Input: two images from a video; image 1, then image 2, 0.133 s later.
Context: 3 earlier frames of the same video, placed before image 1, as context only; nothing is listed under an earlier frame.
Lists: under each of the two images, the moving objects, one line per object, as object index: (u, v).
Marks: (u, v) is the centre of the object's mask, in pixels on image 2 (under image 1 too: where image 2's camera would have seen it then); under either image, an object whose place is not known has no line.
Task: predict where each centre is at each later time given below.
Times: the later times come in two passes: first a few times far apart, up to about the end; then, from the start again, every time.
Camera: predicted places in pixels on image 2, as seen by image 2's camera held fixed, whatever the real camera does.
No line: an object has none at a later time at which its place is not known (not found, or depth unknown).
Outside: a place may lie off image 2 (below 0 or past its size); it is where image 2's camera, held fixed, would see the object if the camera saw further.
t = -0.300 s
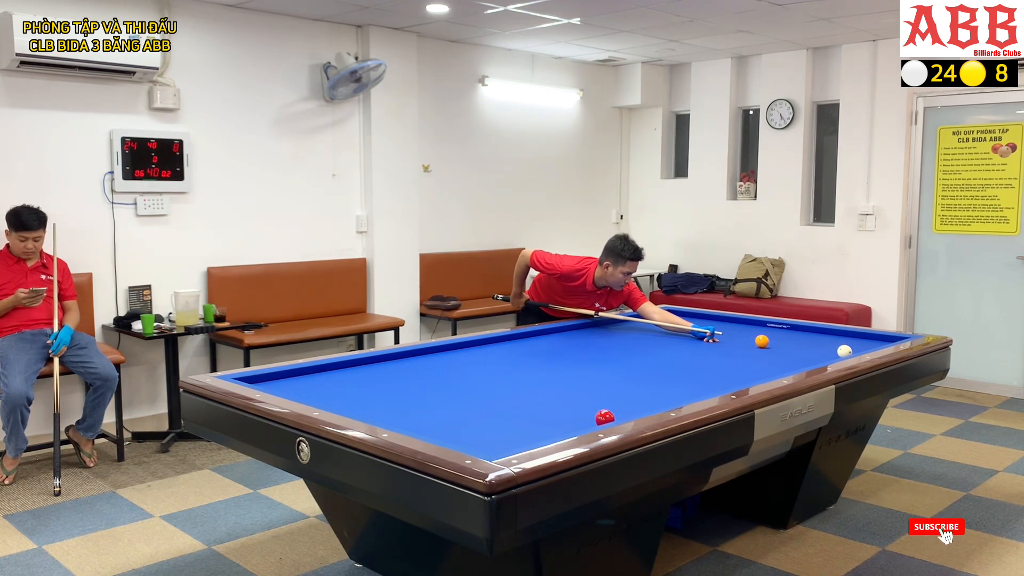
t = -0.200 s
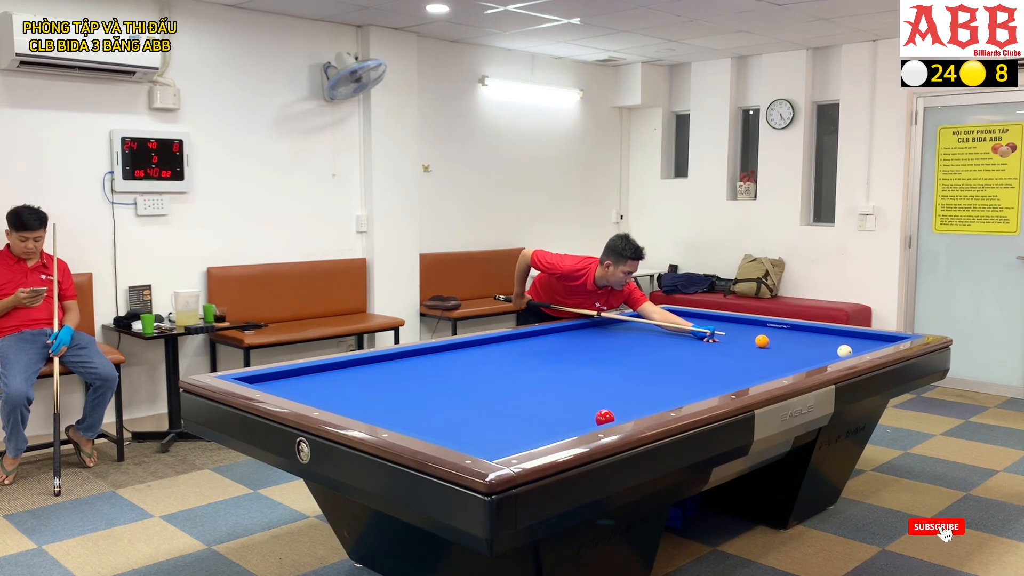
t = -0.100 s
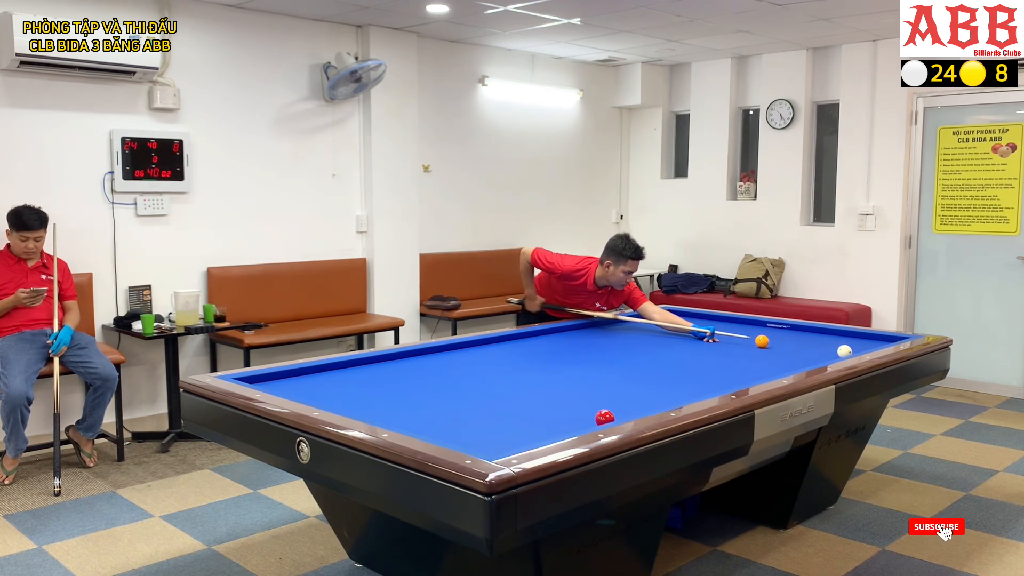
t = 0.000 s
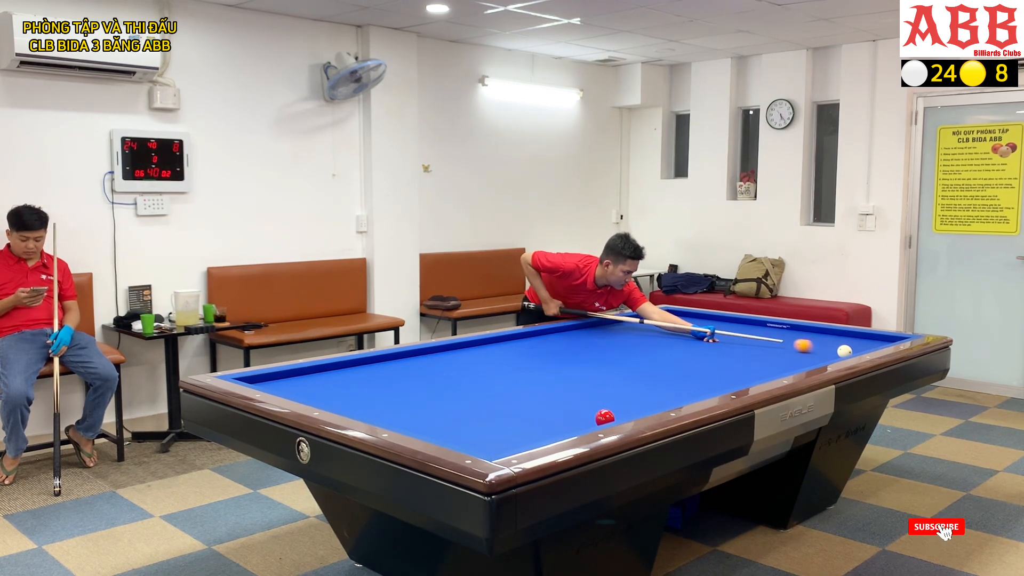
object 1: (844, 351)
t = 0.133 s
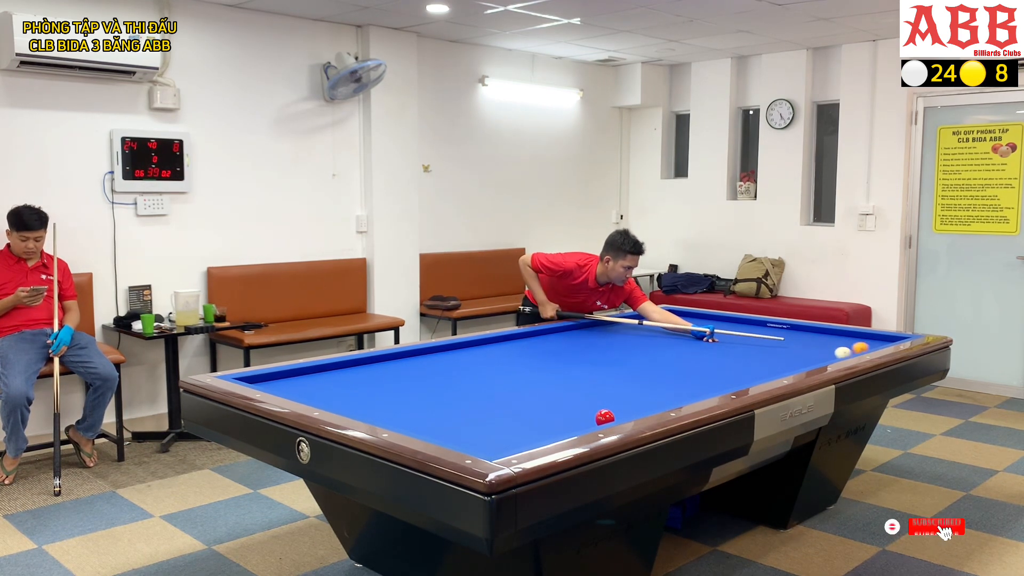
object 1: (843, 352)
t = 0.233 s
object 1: (818, 353)
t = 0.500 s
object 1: (767, 351)
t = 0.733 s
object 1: (725, 350)
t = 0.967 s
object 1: (683, 348)
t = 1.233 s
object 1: (638, 346)
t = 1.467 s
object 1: (600, 345)
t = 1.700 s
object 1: (563, 344)
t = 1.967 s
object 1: (523, 343)
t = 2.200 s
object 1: (488, 342)
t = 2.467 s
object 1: (483, 344)
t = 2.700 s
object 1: (486, 347)
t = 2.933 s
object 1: (489, 350)
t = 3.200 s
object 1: (493, 354)
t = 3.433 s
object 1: (496, 356)
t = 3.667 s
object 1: (500, 360)
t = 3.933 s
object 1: (504, 363)
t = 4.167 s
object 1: (507, 366)
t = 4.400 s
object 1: (511, 369)
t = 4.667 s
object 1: (515, 372)
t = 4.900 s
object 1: (519, 375)
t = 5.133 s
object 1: (523, 378)
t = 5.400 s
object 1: (527, 381)
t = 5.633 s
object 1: (531, 384)
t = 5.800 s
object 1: (534, 386)
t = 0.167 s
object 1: (834, 353)
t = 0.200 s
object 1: (826, 353)
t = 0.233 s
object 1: (818, 353)
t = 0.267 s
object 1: (811, 353)
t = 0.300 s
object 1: (805, 352)
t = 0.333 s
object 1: (798, 352)
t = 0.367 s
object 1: (792, 352)
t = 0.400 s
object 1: (786, 352)
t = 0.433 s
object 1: (780, 352)
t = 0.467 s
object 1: (773, 351)
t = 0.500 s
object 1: (767, 351)
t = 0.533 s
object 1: (761, 351)
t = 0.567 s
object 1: (755, 351)
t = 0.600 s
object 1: (749, 350)
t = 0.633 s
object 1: (743, 350)
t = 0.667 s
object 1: (737, 350)
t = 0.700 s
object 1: (730, 350)
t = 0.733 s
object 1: (725, 350)
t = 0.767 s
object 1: (719, 350)
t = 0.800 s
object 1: (713, 349)
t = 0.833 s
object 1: (707, 349)
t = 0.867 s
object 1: (701, 349)
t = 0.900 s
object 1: (695, 349)
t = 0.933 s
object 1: (689, 349)
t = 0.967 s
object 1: (683, 348)
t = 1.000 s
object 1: (678, 348)
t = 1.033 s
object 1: (672, 348)
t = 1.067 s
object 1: (666, 348)
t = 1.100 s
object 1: (661, 347)
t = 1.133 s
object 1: (655, 347)
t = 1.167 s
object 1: (649, 347)
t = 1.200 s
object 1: (644, 347)
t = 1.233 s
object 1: (638, 346)
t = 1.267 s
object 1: (633, 346)
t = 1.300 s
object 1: (627, 346)
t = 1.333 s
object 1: (622, 346)
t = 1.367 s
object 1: (616, 346)
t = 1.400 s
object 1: (611, 346)
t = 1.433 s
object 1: (605, 345)
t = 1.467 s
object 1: (600, 345)
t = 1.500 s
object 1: (595, 345)
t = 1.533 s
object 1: (589, 345)
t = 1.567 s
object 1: (584, 345)
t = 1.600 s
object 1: (579, 345)
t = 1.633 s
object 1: (574, 344)
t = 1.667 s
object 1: (568, 344)
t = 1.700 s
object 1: (563, 344)
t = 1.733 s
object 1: (558, 344)
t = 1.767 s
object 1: (553, 344)
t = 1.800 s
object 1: (548, 344)
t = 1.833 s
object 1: (543, 343)
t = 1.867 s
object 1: (538, 343)
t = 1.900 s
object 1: (533, 343)
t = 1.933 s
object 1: (528, 343)
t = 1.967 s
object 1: (523, 343)
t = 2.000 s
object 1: (518, 342)
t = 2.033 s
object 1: (513, 342)
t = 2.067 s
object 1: (508, 342)
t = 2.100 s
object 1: (503, 342)
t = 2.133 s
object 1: (498, 342)
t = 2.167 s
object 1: (493, 342)
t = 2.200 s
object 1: (488, 342)
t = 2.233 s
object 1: (483, 342)
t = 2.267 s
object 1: (479, 341)
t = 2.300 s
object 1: (479, 342)
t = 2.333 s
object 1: (480, 342)
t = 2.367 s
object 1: (481, 343)
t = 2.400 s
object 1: (482, 343)
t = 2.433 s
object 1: (482, 344)
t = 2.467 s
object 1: (483, 344)
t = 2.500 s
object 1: (483, 344)
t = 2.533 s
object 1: (483, 345)
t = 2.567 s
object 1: (484, 345)
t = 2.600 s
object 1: (484, 346)
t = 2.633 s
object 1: (485, 346)
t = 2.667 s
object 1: (485, 347)
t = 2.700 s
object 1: (486, 347)
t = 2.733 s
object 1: (486, 347)
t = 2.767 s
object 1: (487, 348)
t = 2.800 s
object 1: (487, 348)
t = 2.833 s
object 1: (488, 349)
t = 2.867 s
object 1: (488, 349)
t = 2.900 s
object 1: (488, 350)
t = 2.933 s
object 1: (489, 350)
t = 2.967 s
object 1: (489, 351)
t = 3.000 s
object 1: (490, 351)
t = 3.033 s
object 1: (490, 352)
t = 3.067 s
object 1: (491, 352)
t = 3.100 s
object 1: (491, 352)
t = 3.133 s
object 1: (492, 353)
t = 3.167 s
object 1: (492, 353)
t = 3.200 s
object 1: (493, 354)
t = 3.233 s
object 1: (493, 354)
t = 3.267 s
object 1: (494, 354)
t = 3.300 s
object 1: (494, 355)
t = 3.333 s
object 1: (495, 355)
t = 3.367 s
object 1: (495, 356)
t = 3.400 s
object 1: (496, 356)
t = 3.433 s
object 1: (496, 356)
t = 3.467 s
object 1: (497, 357)
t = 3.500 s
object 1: (497, 357)
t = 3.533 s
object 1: (498, 358)
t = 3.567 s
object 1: (498, 358)
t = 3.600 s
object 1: (499, 359)
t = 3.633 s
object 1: (499, 359)
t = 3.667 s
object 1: (500, 360)
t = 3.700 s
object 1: (500, 360)
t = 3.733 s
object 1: (500, 360)
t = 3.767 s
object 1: (501, 361)
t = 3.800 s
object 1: (502, 361)
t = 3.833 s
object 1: (502, 362)
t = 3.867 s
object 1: (503, 362)
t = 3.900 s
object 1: (503, 363)
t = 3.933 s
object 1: (504, 363)
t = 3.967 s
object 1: (504, 363)
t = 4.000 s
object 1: (505, 364)
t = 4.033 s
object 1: (505, 364)
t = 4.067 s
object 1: (506, 365)
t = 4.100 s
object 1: (506, 365)
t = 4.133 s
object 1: (507, 366)
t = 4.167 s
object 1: (507, 366)
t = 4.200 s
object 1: (508, 367)
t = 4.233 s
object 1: (508, 367)
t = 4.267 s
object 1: (509, 367)
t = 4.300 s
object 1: (509, 368)
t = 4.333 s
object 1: (510, 368)
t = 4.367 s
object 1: (510, 369)
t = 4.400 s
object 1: (511, 369)
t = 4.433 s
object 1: (511, 370)
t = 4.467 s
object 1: (512, 370)
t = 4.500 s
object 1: (512, 370)
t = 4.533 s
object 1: (513, 371)
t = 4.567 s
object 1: (514, 371)
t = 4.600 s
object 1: (514, 372)
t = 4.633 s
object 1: (515, 372)
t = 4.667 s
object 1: (515, 372)
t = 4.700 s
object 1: (516, 373)
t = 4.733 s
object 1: (516, 373)
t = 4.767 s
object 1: (517, 374)
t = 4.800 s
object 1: (517, 374)
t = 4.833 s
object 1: (518, 374)
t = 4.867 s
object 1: (518, 375)
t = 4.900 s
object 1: (519, 375)
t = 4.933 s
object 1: (519, 376)
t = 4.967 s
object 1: (520, 376)
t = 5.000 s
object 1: (520, 376)
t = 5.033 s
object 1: (521, 377)
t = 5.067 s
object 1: (522, 377)
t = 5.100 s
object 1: (522, 378)
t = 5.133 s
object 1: (523, 378)
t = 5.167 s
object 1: (523, 378)
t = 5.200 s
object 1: (524, 379)
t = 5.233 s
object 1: (525, 379)
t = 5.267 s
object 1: (525, 380)
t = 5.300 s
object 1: (526, 380)
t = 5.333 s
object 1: (526, 381)
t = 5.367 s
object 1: (527, 381)
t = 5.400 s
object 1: (527, 381)
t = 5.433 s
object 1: (528, 382)
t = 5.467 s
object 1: (528, 382)
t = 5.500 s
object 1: (529, 382)
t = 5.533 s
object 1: (530, 383)
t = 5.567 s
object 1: (530, 383)
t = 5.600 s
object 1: (531, 384)
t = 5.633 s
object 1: (531, 384)
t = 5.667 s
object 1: (532, 384)
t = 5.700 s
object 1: (532, 385)
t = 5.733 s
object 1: (533, 385)
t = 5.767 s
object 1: (533, 386)
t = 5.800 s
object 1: (534, 386)
